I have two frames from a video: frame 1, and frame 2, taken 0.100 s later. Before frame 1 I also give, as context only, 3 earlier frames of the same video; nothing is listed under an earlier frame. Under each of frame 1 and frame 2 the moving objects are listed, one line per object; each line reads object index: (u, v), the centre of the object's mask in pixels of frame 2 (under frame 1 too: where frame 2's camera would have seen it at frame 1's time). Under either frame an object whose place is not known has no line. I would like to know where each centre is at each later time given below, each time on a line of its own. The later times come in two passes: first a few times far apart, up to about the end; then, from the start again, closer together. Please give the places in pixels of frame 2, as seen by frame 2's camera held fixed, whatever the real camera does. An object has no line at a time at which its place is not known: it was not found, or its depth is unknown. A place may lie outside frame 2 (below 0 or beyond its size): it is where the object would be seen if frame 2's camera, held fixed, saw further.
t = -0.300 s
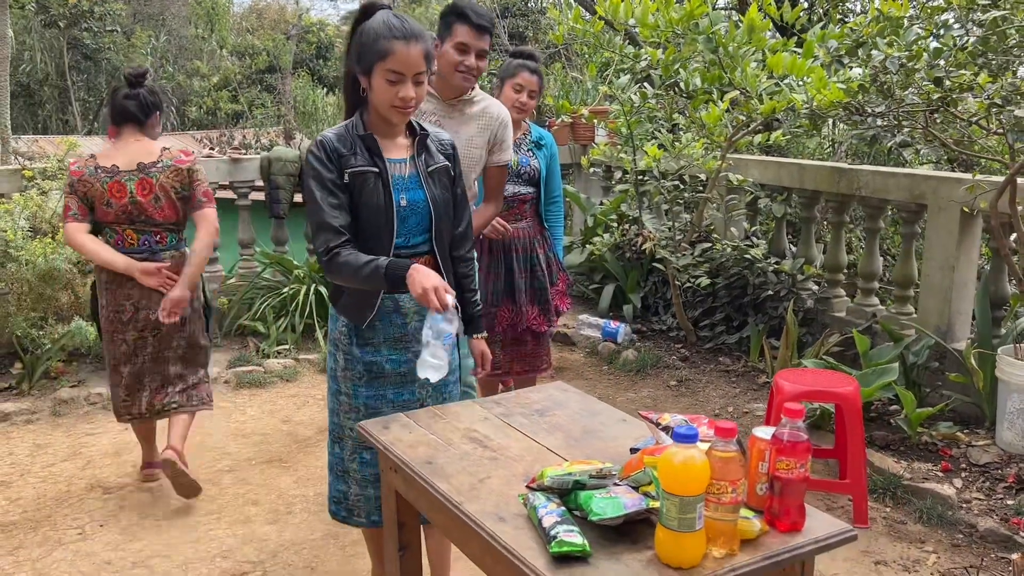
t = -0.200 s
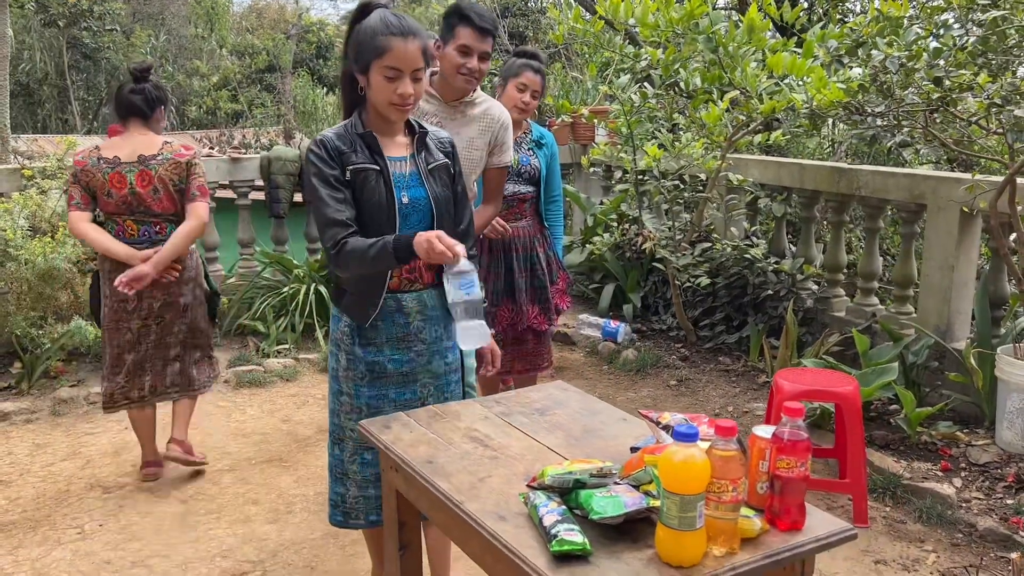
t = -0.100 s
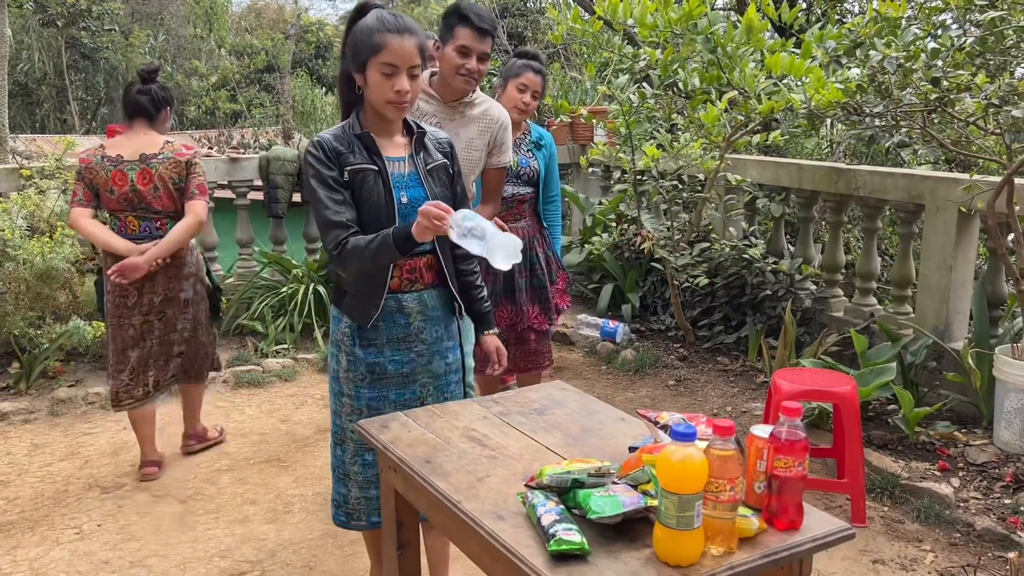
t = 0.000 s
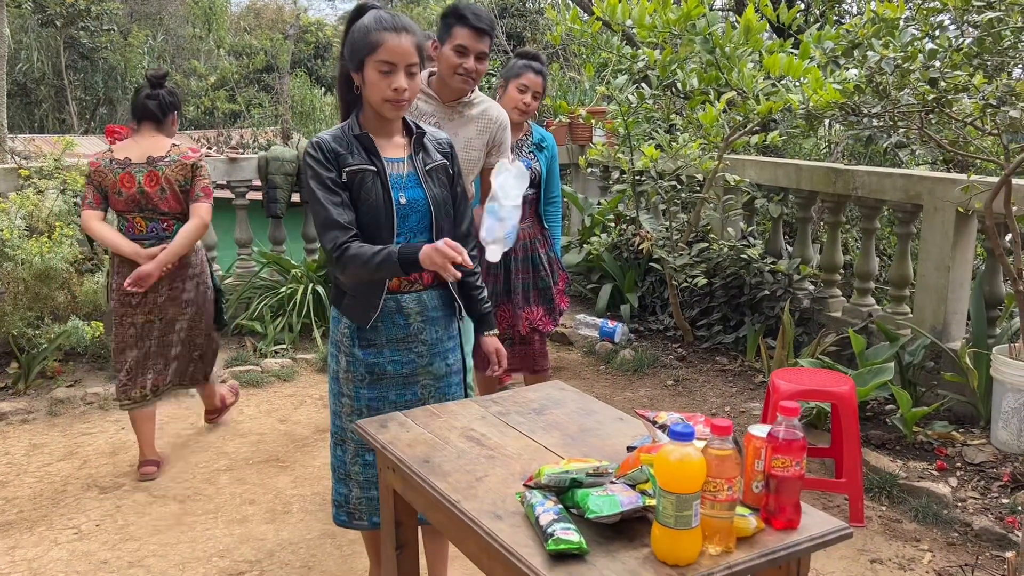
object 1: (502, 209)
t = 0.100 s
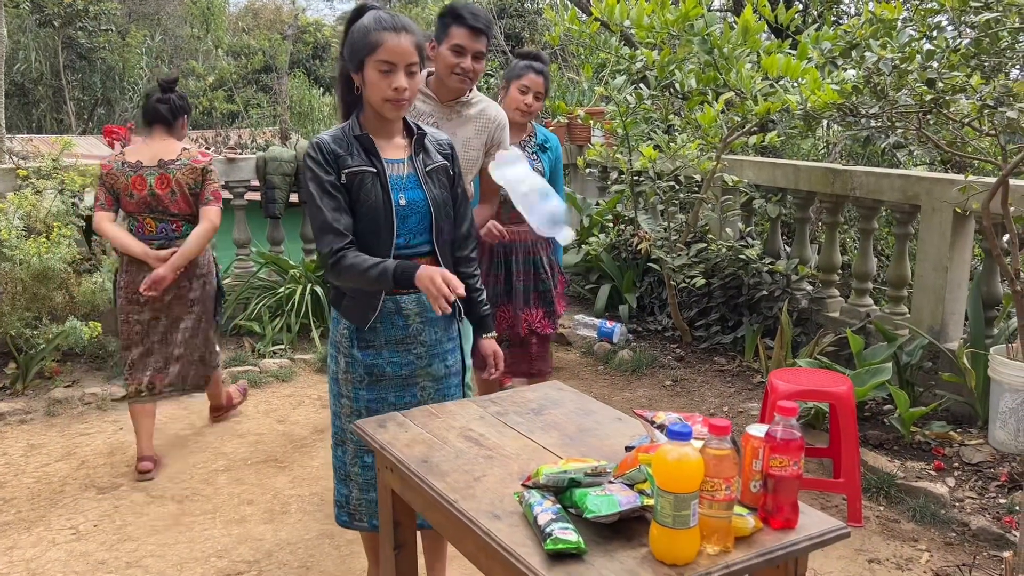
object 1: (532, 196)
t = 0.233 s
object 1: (540, 228)
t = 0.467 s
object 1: (550, 402)
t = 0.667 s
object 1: (553, 404)
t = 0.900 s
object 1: (549, 403)
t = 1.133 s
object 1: (548, 402)
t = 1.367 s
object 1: (548, 402)
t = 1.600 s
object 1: (549, 403)
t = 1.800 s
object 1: (548, 403)
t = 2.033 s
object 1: (547, 403)
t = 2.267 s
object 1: (546, 403)
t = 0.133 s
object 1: (538, 194)
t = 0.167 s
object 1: (541, 197)
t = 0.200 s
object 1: (541, 208)
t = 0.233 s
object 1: (540, 228)
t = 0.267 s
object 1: (538, 257)
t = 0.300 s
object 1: (538, 295)
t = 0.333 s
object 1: (540, 340)
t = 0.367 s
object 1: (542, 391)
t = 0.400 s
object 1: (544, 400)
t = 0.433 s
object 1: (548, 401)
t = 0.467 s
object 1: (550, 402)
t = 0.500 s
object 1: (551, 402)
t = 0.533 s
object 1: (552, 403)
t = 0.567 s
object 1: (552, 404)
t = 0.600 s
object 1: (553, 405)
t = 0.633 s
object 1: (555, 404)
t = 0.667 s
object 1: (553, 404)
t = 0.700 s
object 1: (551, 403)
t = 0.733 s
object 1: (549, 403)
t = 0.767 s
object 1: (548, 402)
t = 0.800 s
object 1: (549, 402)
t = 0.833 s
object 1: (549, 402)
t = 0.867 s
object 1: (548, 403)
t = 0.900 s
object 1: (549, 403)
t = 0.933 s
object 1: (549, 403)
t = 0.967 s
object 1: (548, 402)
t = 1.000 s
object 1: (548, 402)
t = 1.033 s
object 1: (549, 403)
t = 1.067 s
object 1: (549, 402)
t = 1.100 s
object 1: (548, 402)
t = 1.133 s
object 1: (548, 402)
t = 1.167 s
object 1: (548, 402)
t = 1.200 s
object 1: (549, 403)
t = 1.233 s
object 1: (549, 403)
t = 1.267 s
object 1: (549, 403)
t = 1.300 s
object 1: (549, 403)
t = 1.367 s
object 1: (548, 402)
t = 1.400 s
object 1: (548, 402)
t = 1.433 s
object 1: (549, 403)
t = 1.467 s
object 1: (549, 403)
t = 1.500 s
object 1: (549, 403)
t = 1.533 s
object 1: (548, 402)
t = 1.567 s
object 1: (548, 403)
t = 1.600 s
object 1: (549, 403)
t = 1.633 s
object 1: (549, 402)
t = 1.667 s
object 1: (548, 402)
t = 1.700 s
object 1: (548, 402)
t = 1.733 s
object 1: (549, 402)
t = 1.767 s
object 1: (548, 403)
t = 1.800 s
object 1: (548, 403)
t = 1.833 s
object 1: (548, 403)
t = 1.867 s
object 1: (548, 403)
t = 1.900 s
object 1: (548, 403)
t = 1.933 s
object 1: (548, 403)
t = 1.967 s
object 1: (547, 402)
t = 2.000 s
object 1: (547, 403)
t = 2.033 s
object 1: (547, 403)
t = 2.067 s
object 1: (547, 403)
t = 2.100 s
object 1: (547, 403)
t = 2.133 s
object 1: (547, 403)
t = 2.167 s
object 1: (547, 403)
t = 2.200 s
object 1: (547, 403)
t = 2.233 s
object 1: (547, 403)
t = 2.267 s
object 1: (546, 403)
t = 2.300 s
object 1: (546, 403)
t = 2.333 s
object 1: (546, 403)
